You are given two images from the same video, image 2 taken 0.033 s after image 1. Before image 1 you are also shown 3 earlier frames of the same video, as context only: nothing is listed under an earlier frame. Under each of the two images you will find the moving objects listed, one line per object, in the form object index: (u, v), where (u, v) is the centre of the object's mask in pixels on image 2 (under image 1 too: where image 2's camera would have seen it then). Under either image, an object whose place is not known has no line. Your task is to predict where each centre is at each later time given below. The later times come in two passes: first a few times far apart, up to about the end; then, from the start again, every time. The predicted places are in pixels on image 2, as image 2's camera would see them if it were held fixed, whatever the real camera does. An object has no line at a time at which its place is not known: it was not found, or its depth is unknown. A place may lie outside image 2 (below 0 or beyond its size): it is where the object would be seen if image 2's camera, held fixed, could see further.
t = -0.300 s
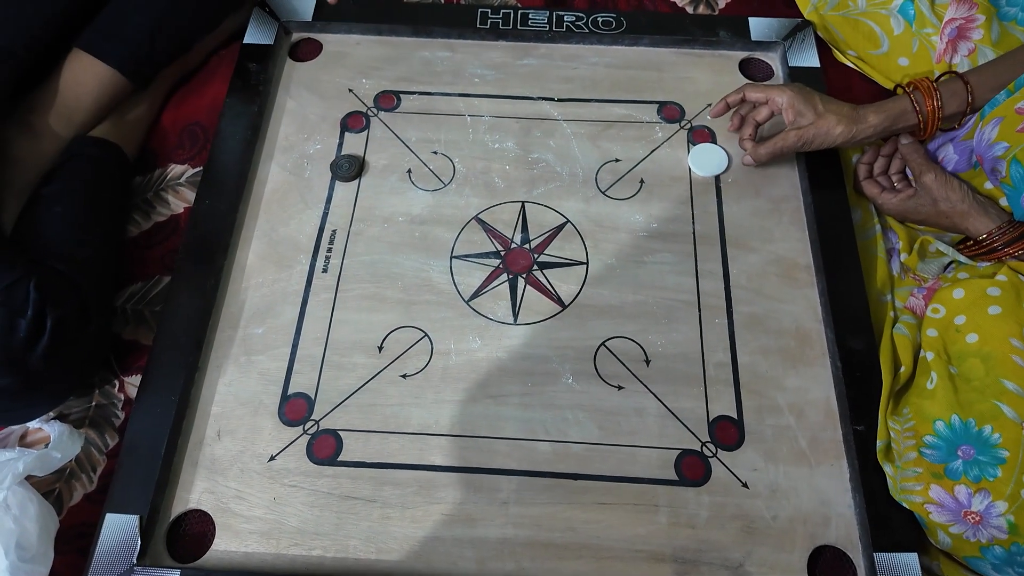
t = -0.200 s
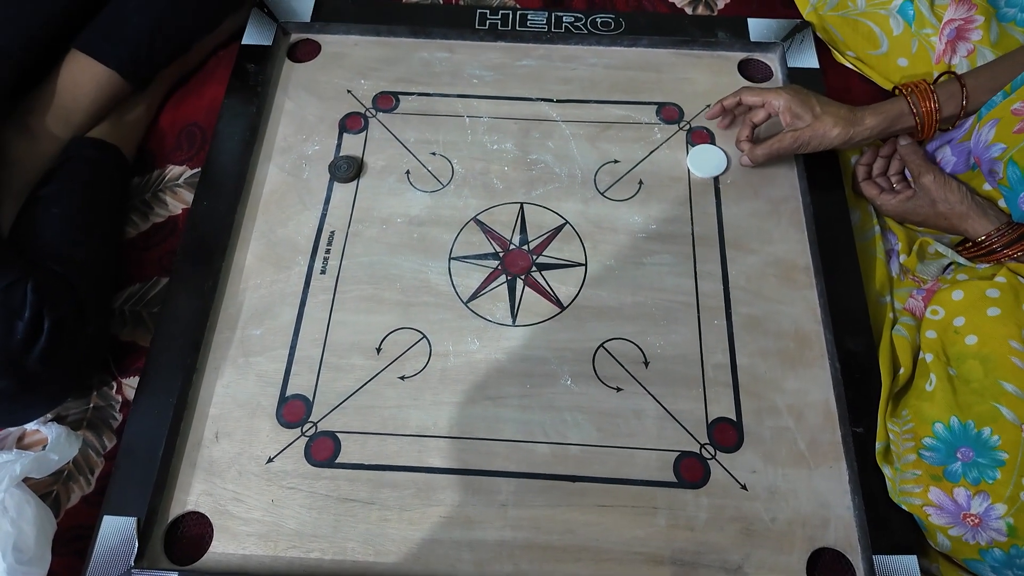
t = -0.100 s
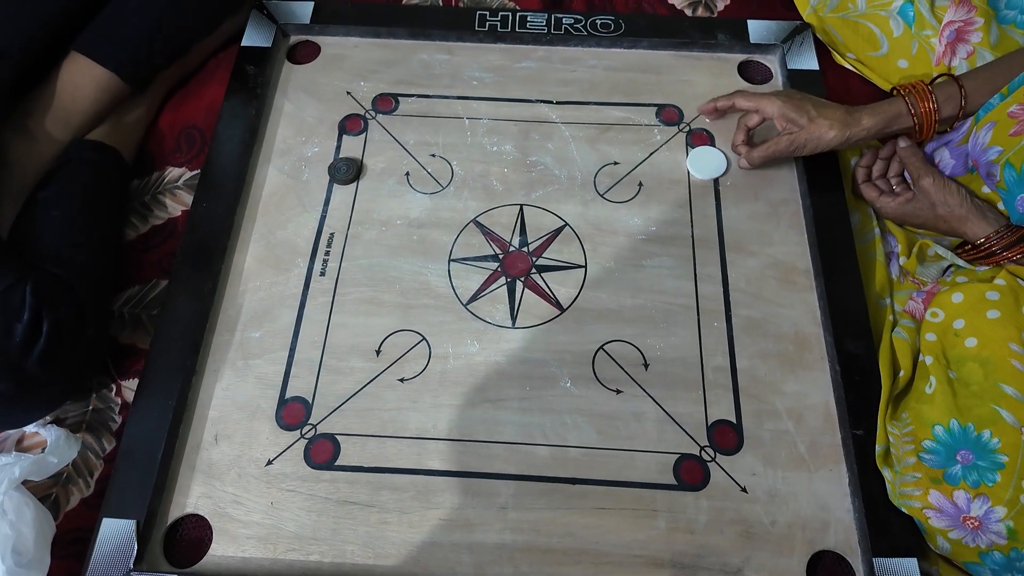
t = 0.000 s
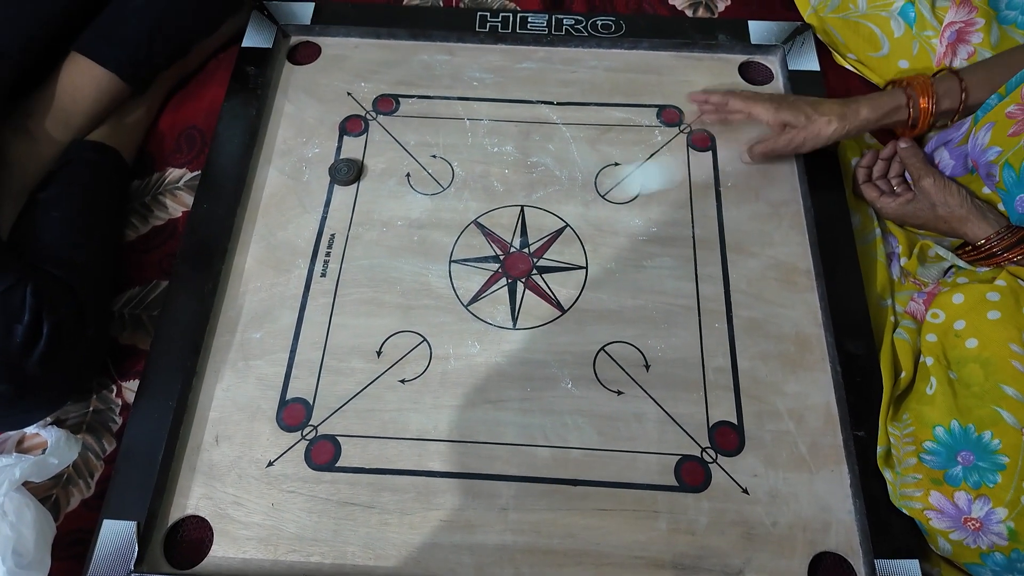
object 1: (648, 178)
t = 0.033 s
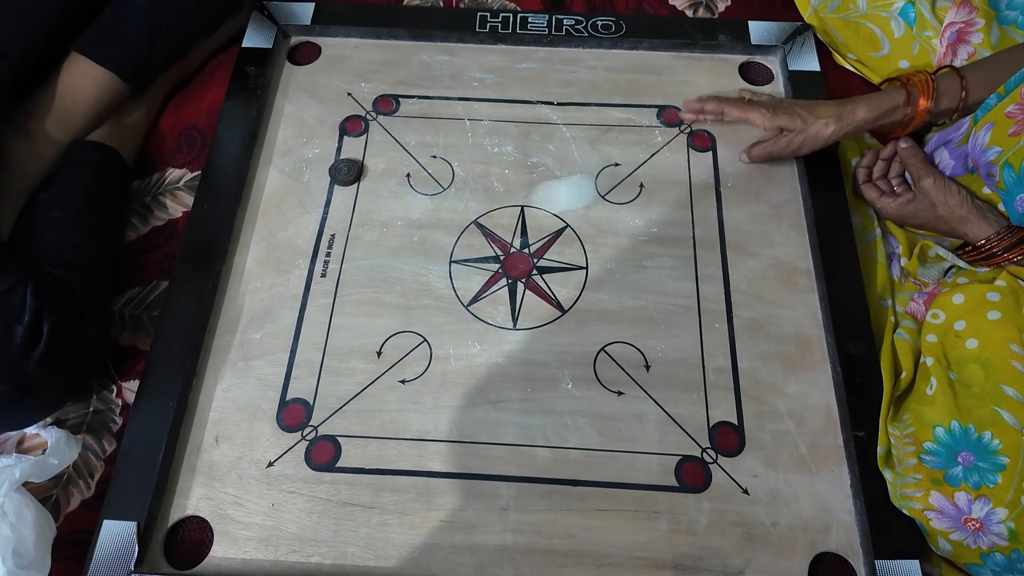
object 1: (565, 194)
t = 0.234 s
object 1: (317, 276)
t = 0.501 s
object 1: (536, 328)
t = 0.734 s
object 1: (574, 339)
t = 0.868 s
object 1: (574, 339)
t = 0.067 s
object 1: (491, 209)
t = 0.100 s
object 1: (407, 228)
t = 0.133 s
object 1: (341, 241)
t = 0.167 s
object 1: (264, 256)
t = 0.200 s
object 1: (277, 267)
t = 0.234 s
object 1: (317, 276)
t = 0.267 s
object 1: (359, 285)
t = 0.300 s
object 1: (392, 293)
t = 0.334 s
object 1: (423, 300)
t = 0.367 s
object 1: (452, 307)
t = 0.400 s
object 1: (476, 313)
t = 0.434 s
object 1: (498, 319)
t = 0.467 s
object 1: (520, 324)
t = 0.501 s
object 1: (536, 328)
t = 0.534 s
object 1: (550, 332)
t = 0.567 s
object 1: (561, 335)
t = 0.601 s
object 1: (568, 338)
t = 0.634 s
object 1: (572, 339)
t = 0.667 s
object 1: (574, 339)
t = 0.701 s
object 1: (574, 339)
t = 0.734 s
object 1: (574, 339)
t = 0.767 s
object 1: (574, 339)
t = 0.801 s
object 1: (574, 339)
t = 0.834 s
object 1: (574, 339)
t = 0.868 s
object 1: (574, 339)
